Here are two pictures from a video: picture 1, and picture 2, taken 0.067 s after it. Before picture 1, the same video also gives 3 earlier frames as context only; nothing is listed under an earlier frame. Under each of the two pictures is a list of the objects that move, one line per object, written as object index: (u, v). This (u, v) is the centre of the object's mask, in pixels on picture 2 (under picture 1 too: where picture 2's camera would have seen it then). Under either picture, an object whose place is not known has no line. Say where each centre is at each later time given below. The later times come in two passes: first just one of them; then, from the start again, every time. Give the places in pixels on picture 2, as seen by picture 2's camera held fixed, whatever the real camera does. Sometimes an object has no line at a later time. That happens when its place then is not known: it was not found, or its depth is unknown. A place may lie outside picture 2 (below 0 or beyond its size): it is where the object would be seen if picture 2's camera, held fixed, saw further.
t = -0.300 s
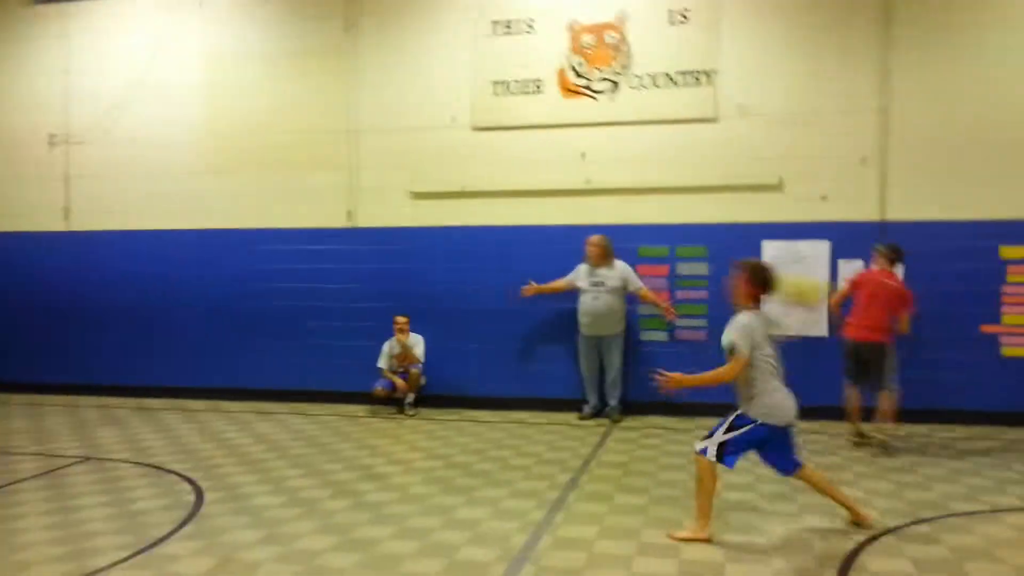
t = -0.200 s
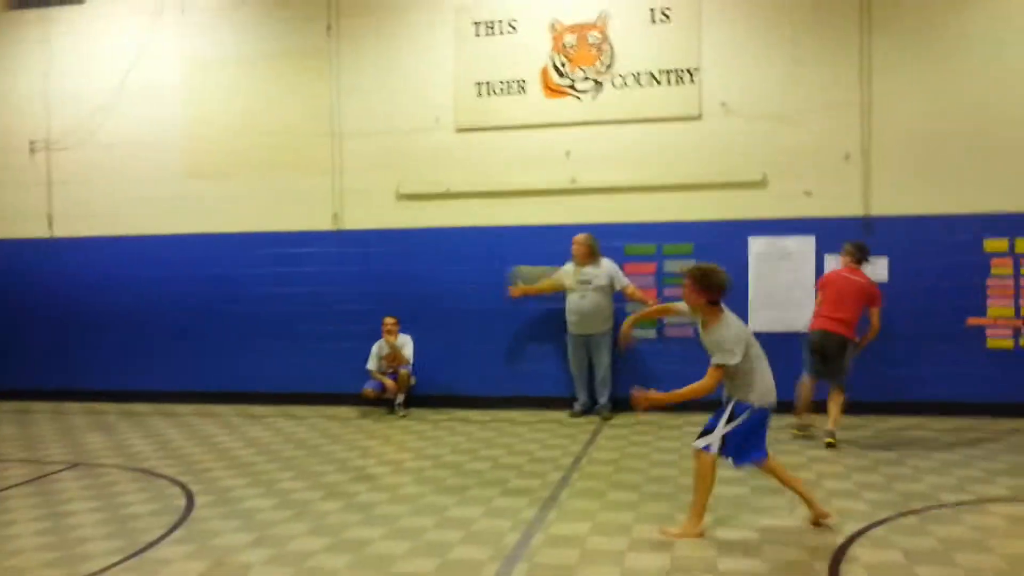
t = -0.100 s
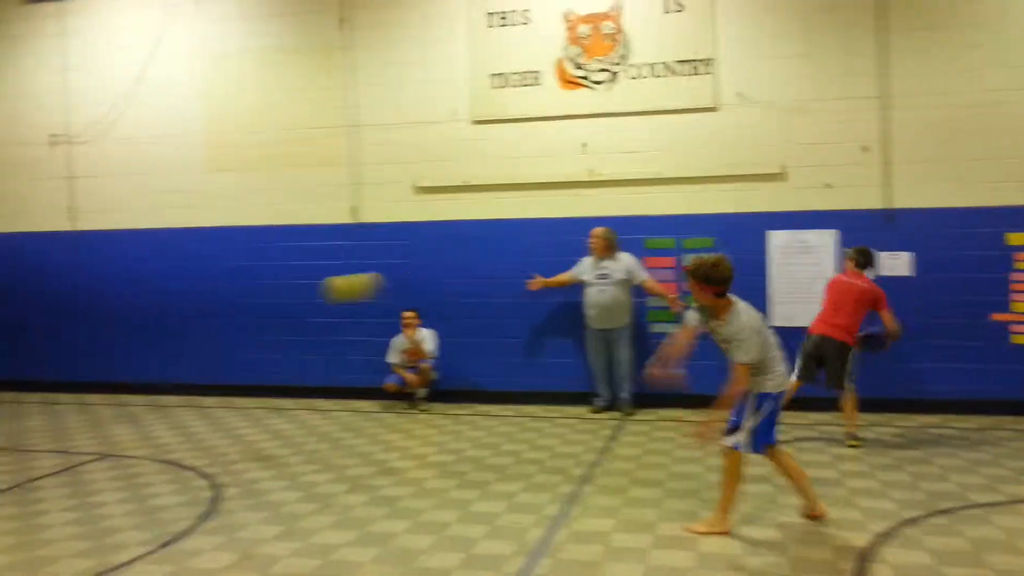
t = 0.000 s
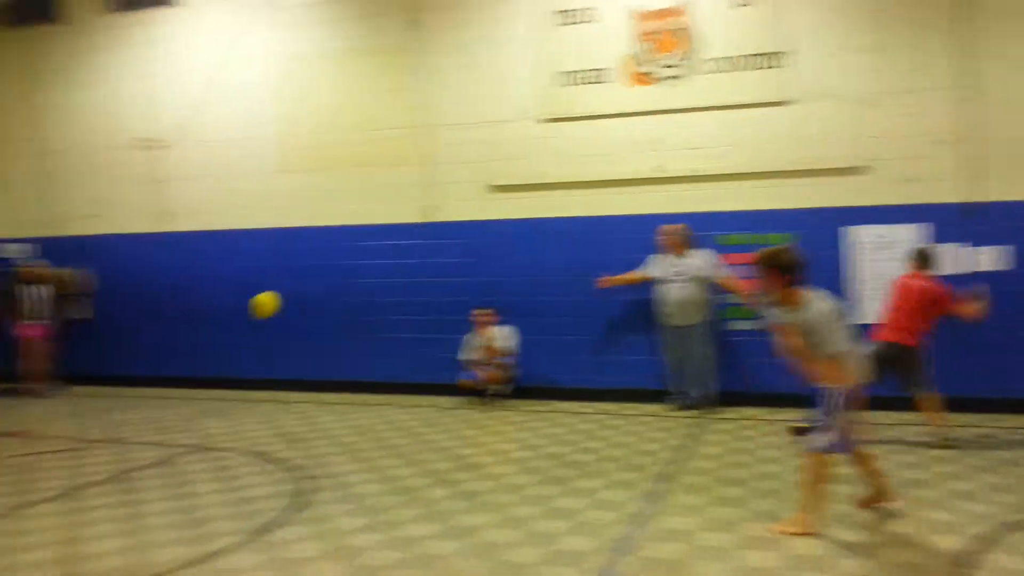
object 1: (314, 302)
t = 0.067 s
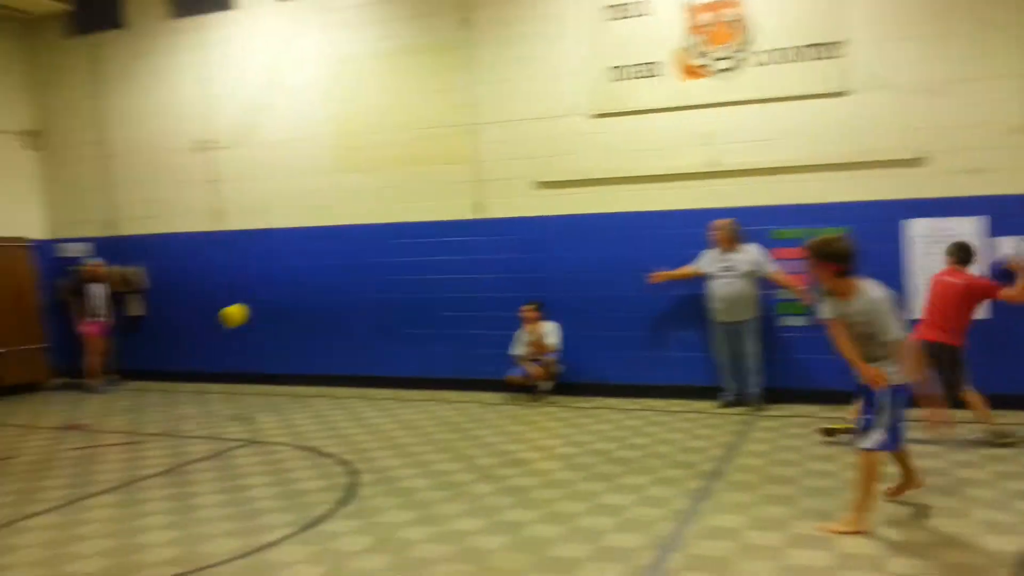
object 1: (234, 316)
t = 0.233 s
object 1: (89, 355)
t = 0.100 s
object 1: (199, 323)
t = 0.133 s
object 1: (168, 331)
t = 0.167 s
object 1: (139, 338)
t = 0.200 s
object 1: (114, 346)
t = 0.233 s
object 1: (89, 355)
